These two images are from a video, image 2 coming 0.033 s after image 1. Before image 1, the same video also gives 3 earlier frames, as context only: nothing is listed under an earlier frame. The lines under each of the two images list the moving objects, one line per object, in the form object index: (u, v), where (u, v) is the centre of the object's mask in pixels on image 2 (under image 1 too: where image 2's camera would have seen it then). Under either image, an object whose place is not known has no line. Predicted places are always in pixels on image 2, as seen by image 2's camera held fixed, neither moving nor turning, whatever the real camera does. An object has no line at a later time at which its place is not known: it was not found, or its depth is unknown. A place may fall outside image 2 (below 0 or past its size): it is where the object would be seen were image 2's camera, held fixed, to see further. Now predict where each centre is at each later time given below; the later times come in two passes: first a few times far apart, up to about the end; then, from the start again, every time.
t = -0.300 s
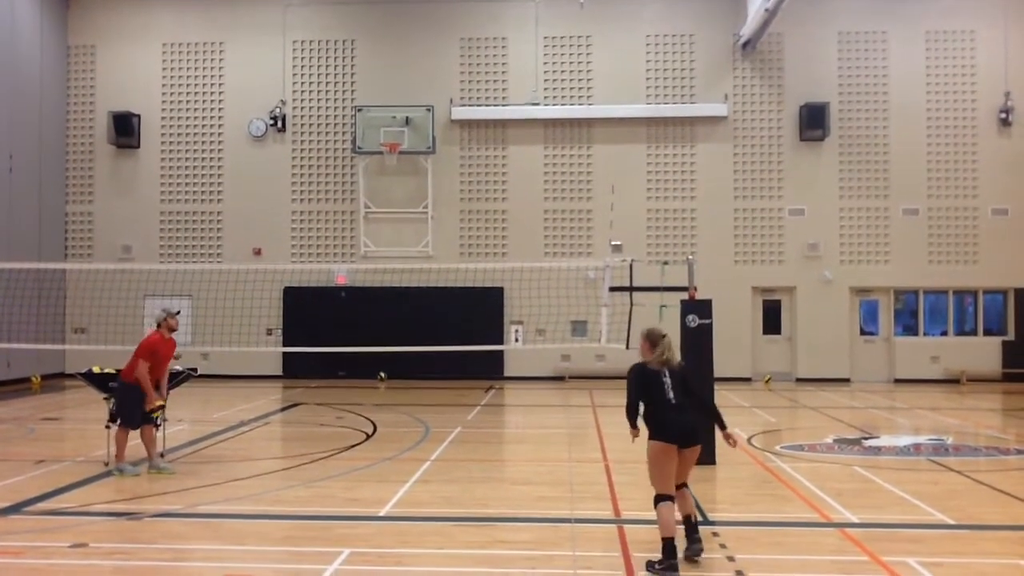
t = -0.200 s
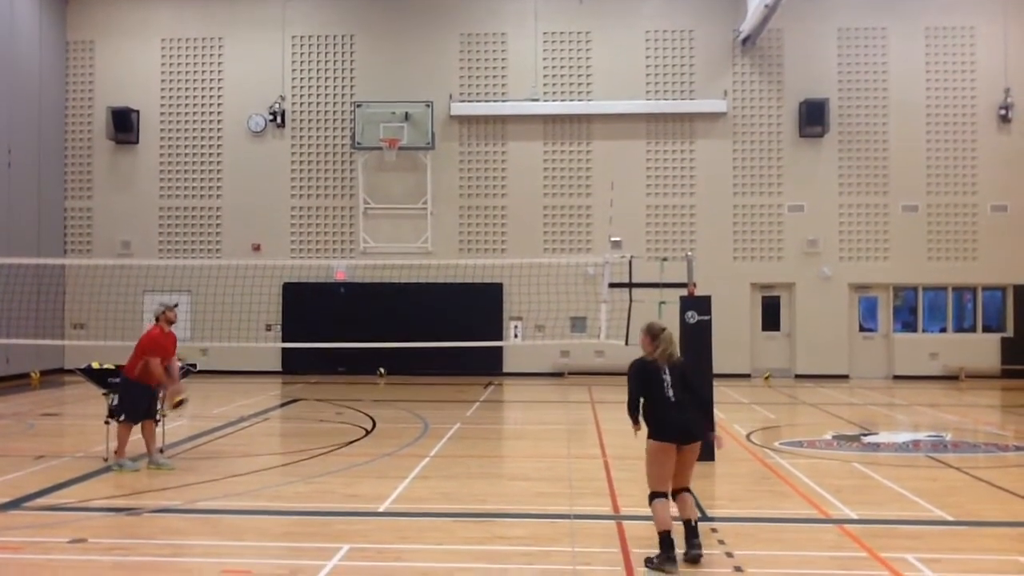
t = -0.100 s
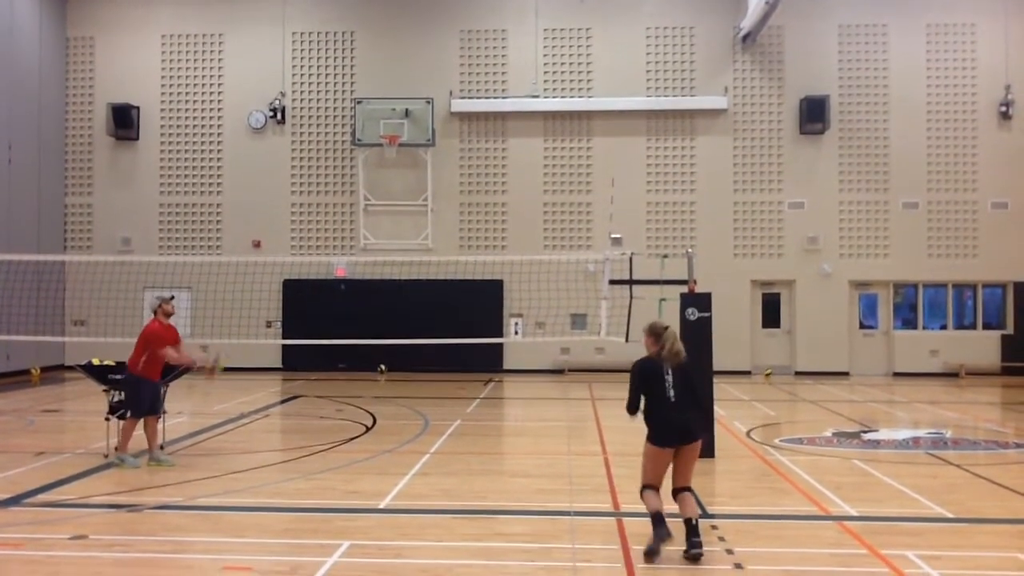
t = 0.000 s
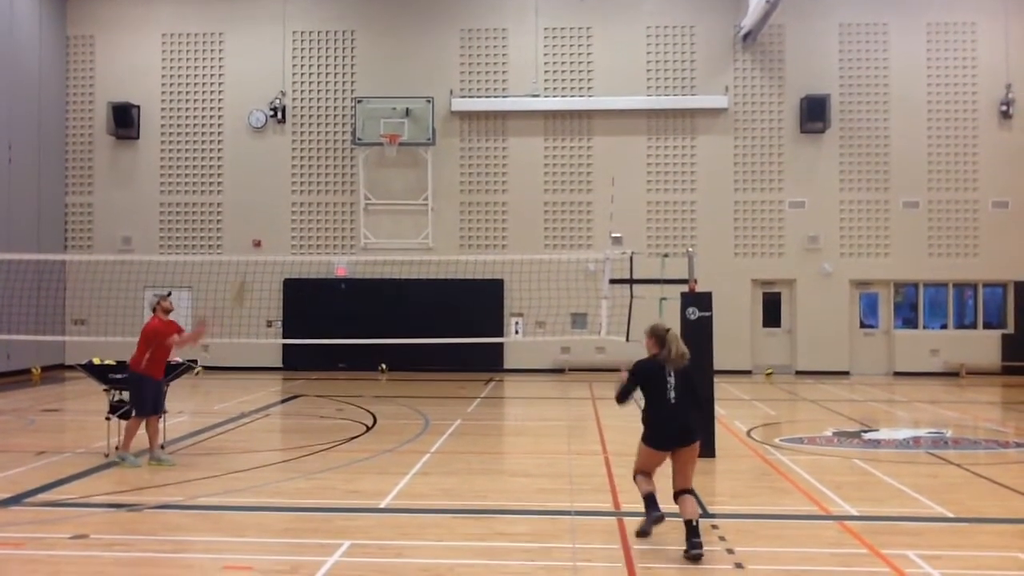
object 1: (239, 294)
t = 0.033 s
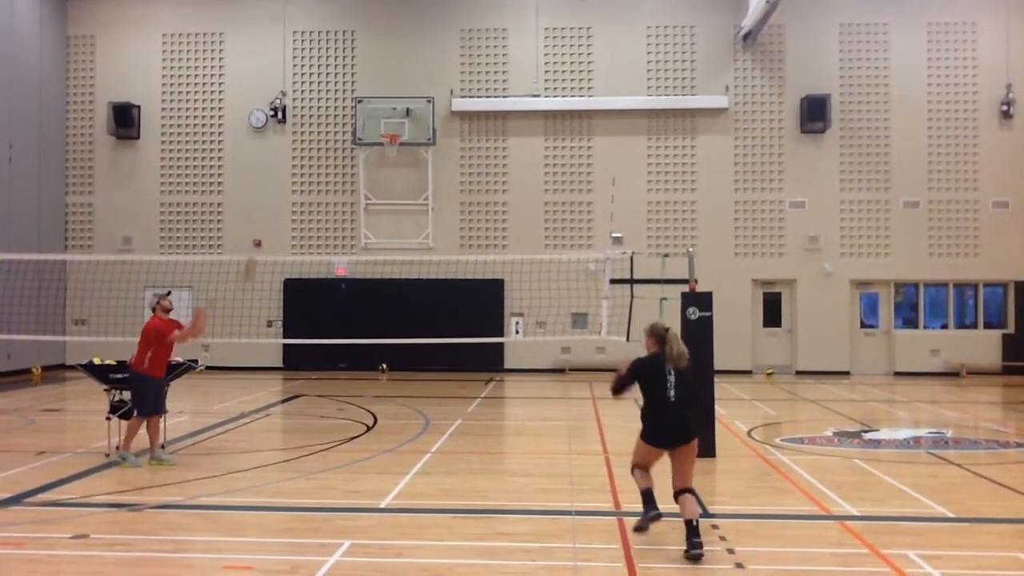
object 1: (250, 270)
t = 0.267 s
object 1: (307, 136)
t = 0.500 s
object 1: (364, 54)
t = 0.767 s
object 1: (427, 24)
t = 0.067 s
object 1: (259, 245)
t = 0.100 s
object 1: (267, 225)
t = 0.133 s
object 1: (274, 205)
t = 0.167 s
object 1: (281, 187)
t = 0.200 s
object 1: (291, 168)
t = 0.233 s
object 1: (298, 151)
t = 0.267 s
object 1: (307, 136)
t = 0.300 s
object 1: (315, 119)
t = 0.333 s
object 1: (323, 106)
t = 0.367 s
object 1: (330, 93)
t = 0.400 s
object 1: (339, 82)
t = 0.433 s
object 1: (347, 72)
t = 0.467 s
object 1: (355, 62)
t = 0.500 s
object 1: (364, 54)
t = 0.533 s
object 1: (371, 48)
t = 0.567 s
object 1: (379, 42)
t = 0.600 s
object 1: (388, 36)
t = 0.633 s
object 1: (396, 31)
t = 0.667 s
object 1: (404, 27)
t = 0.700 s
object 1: (412, 25)
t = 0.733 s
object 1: (420, 24)
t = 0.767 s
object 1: (427, 24)
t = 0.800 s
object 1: (435, 24)
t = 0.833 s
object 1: (443, 26)
